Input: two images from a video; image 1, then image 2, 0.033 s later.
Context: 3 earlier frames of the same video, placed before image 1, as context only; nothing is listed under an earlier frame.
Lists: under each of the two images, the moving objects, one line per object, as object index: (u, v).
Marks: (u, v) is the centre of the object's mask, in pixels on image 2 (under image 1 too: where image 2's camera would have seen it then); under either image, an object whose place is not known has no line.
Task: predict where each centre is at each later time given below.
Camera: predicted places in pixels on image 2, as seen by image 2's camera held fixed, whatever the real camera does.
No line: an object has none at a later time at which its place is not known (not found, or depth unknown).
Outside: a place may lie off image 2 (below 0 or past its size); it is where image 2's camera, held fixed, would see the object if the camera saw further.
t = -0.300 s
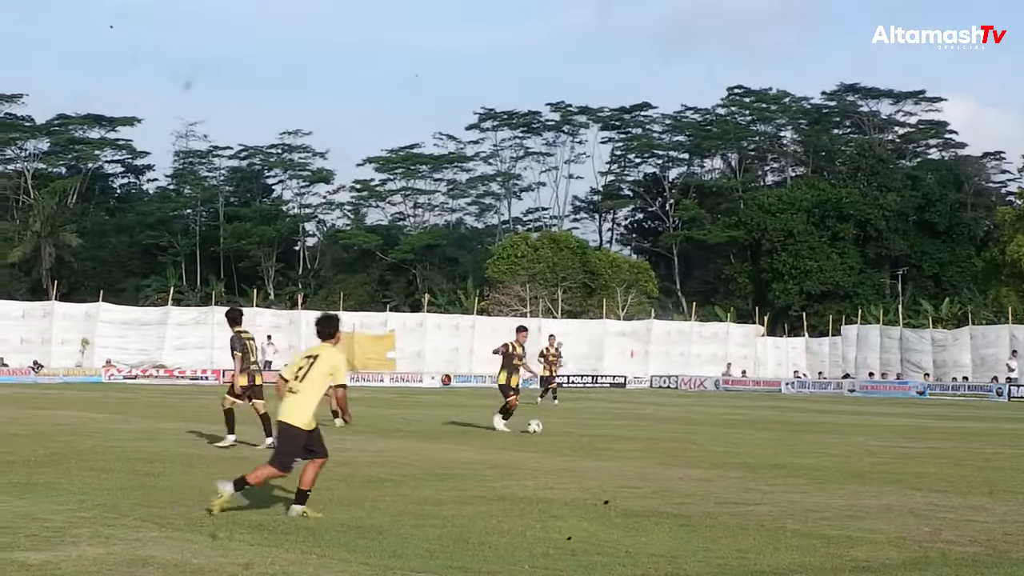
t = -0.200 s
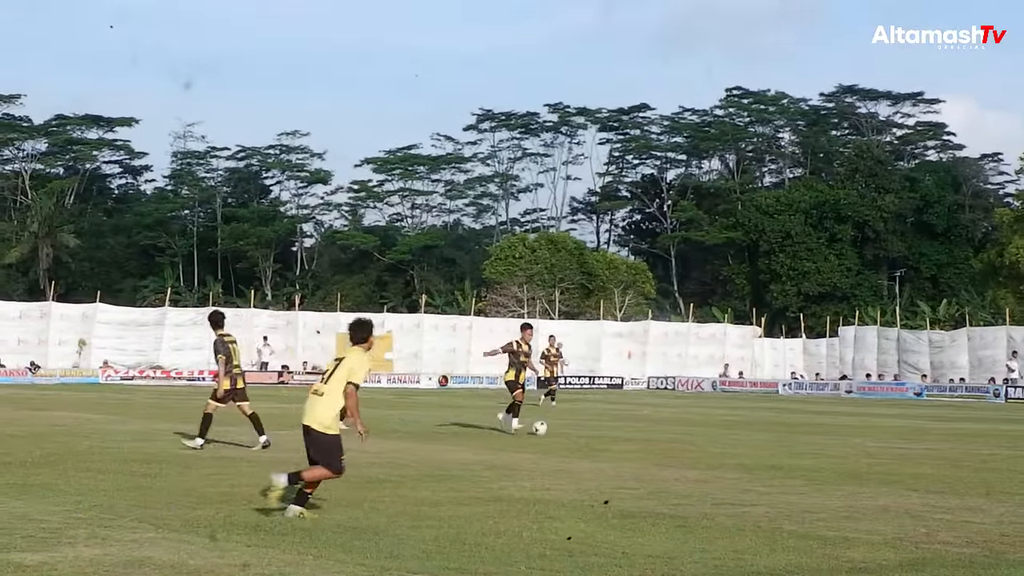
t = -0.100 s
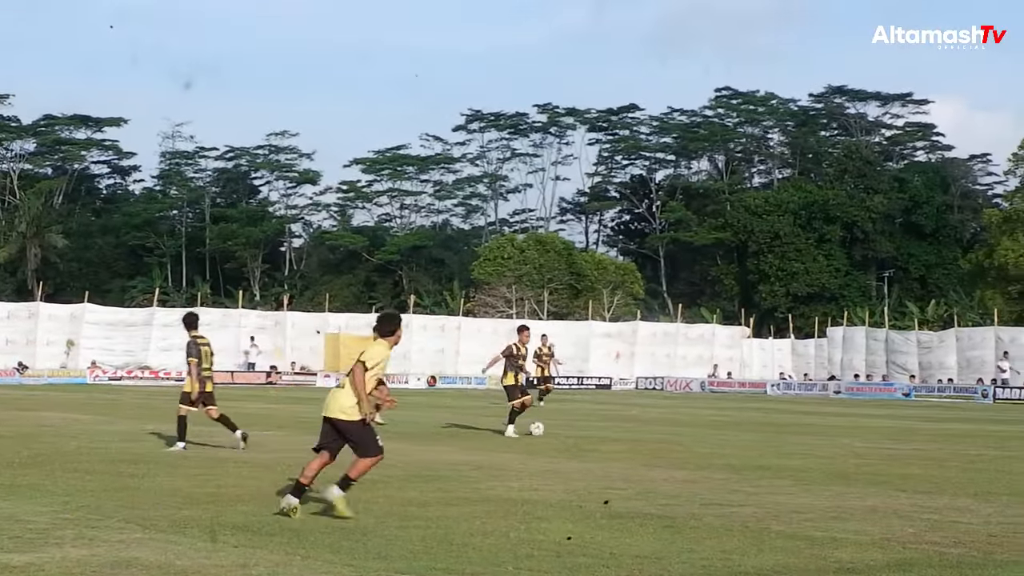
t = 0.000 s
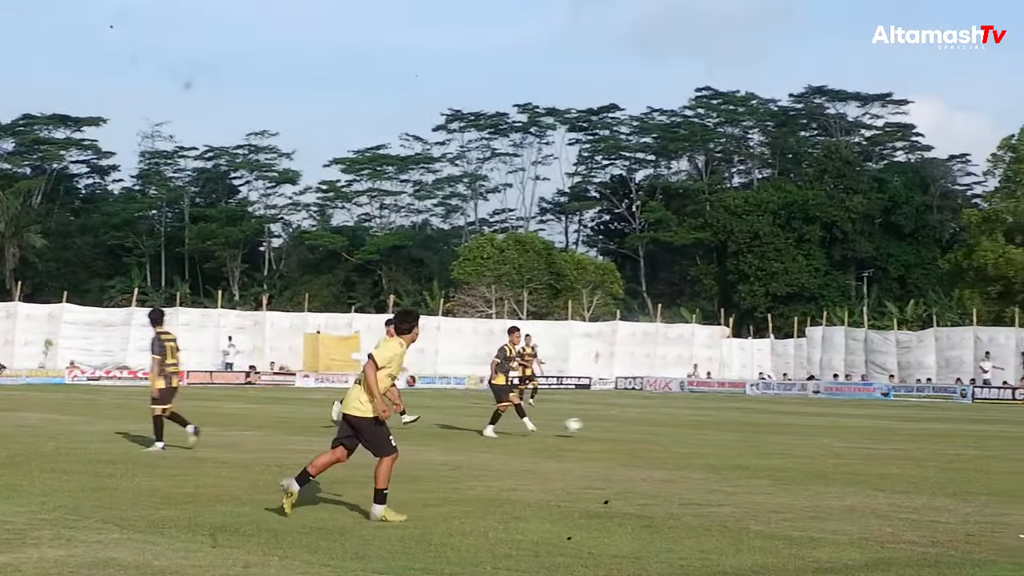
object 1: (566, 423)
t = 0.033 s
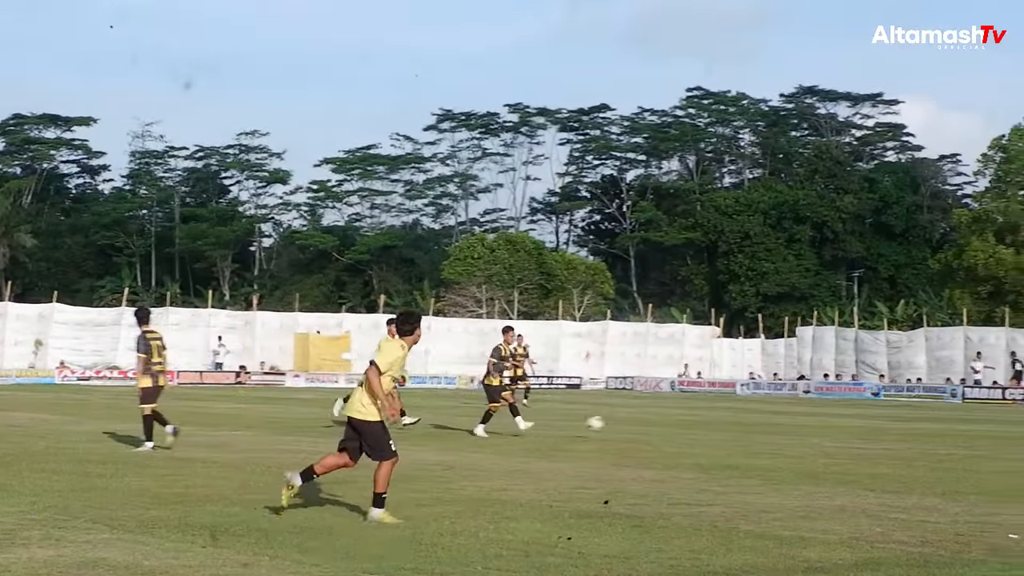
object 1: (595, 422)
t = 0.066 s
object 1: (625, 421)
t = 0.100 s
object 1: (655, 419)
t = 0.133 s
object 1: (685, 419)
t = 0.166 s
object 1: (716, 421)
